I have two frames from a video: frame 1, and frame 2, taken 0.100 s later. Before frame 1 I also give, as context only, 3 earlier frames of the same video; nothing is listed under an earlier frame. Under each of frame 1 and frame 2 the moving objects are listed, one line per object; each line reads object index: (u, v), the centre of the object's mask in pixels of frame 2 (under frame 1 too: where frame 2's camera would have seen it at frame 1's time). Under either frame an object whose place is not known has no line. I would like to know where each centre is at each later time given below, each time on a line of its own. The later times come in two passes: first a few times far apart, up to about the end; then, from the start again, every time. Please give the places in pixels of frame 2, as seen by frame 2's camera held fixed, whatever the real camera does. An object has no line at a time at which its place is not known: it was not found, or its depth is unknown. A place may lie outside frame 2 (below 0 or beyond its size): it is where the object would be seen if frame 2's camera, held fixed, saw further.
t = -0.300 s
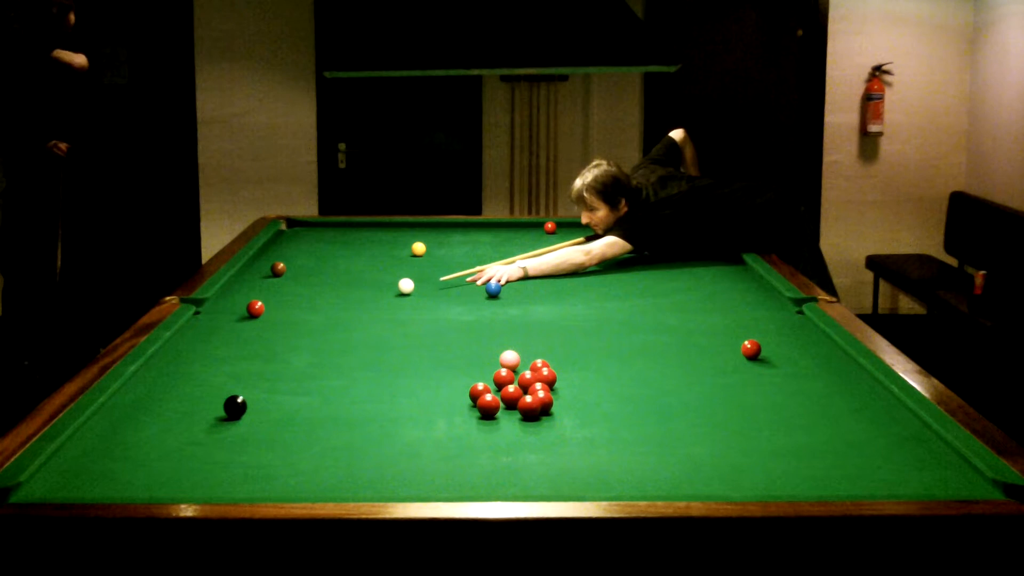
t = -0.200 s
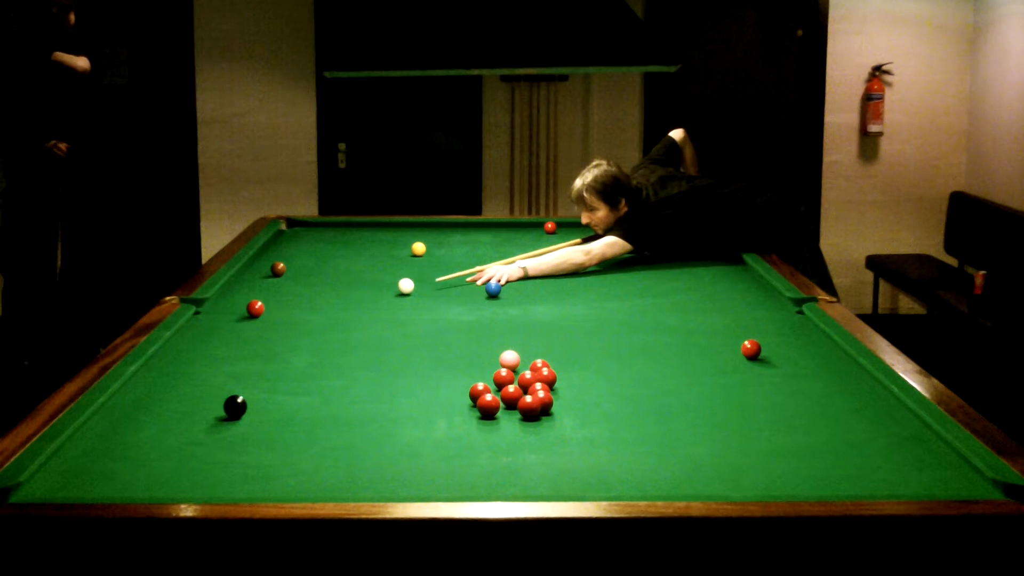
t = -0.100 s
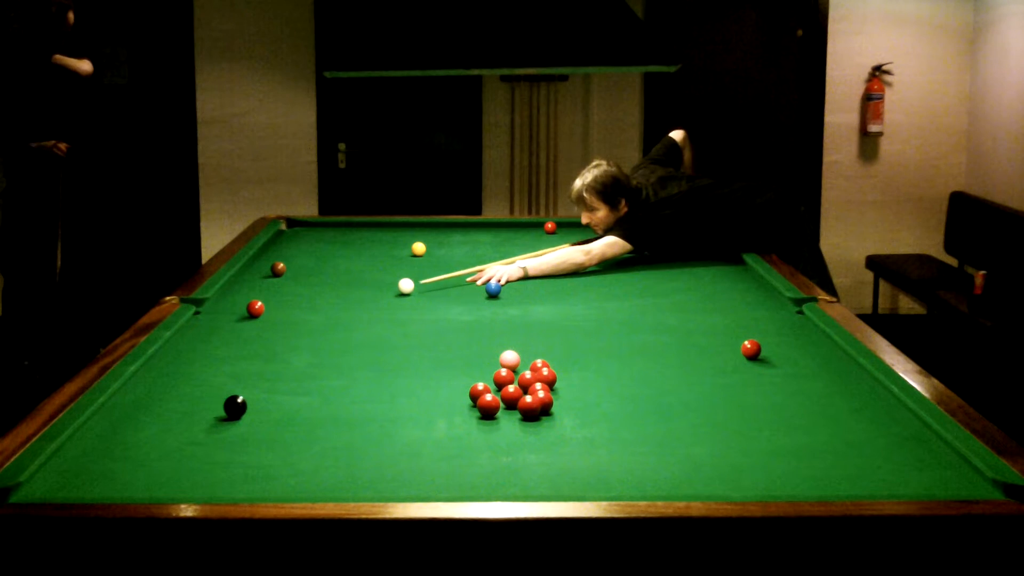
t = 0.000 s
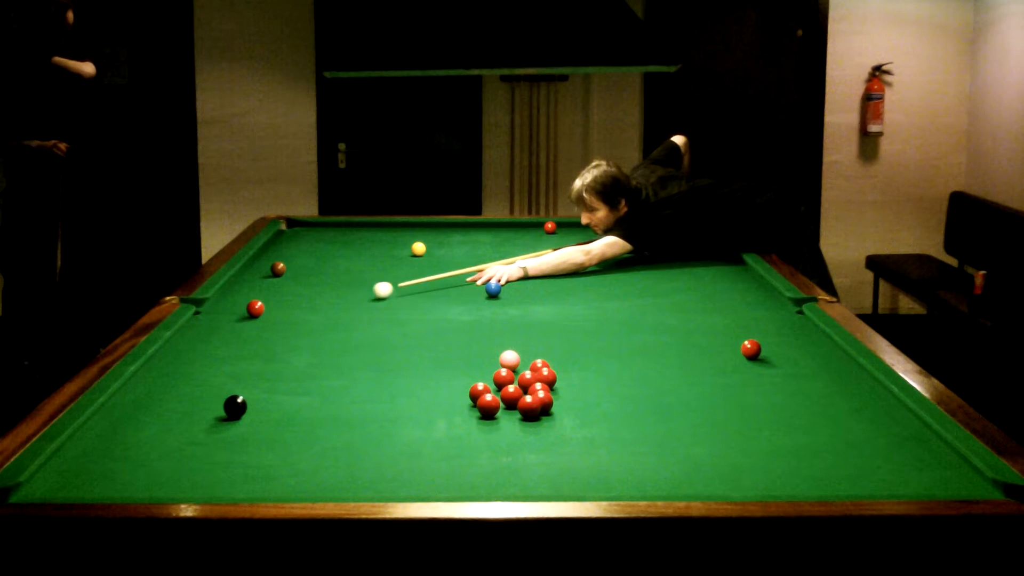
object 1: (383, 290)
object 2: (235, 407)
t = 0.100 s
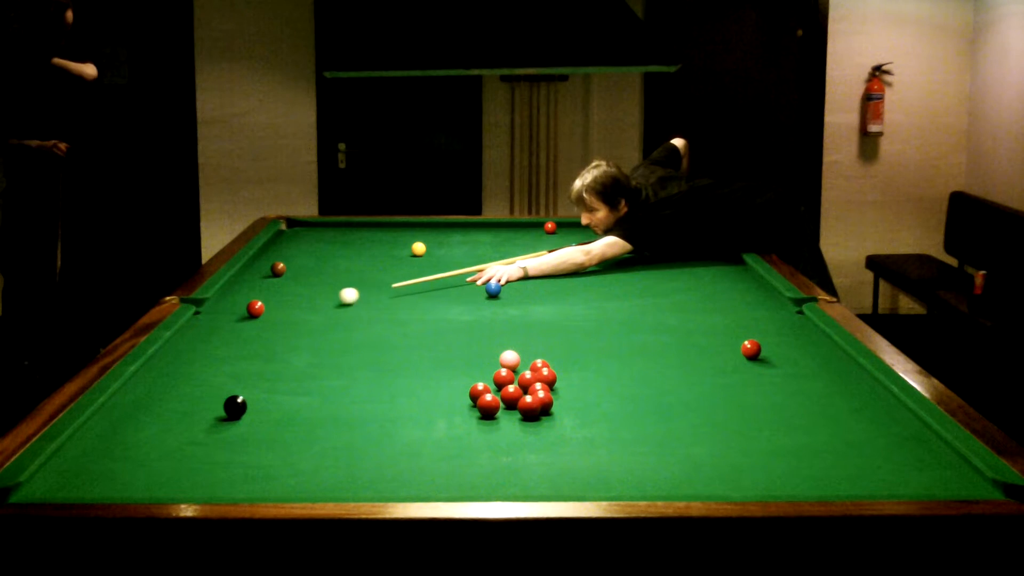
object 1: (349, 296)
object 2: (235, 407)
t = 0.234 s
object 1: (305, 303)
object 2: (235, 407)
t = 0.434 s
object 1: (250, 316)
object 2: (235, 407)
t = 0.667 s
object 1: (194, 334)
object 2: (235, 407)
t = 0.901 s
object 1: (184, 350)
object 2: (235, 407)
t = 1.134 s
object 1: (191, 366)
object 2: (235, 407)
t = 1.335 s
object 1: (198, 381)
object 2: (235, 407)
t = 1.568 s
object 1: (207, 399)
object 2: (235, 407)
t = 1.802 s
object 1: (211, 418)
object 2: (240, 407)
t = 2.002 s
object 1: (211, 435)
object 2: (246, 406)
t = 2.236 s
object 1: (211, 456)
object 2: (251, 406)
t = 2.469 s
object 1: (211, 478)
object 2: (254, 406)
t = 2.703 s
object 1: (217, 487)
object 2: (255, 406)
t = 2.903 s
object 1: (234, 479)
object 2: (255, 406)
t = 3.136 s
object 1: (254, 465)
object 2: (255, 406)
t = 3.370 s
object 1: (270, 453)
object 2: (255, 406)
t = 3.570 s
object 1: (283, 443)
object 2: (255, 406)
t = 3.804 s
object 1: (297, 433)
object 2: (255, 406)
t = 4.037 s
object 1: (309, 424)
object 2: (255, 406)
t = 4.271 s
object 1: (320, 416)
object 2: (255, 406)
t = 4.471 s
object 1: (329, 410)
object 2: (255, 406)
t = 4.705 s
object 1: (338, 404)
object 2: (255, 406)
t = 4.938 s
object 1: (347, 398)
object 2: (255, 406)
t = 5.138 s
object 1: (353, 394)
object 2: (255, 406)
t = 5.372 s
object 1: (359, 389)
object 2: (255, 406)
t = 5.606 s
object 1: (365, 385)
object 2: (255, 406)
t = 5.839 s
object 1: (369, 381)
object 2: (255, 406)
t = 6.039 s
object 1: (372, 379)
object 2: (255, 406)
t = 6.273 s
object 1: (375, 376)
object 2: (255, 406)
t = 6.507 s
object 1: (378, 374)
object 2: (255, 406)
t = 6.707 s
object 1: (380, 373)
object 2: (255, 406)
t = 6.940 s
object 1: (380, 372)
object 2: (255, 406)
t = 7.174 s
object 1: (381, 372)
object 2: (255, 406)
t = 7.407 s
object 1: (381, 371)
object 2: (255, 406)
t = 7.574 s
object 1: (381, 371)
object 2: (255, 406)
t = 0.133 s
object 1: (338, 298)
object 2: (235, 407)
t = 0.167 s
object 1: (327, 300)
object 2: (235, 407)
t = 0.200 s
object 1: (316, 302)
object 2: (235, 407)
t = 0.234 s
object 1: (305, 303)
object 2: (235, 407)
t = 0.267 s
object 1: (293, 306)
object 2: (235, 407)
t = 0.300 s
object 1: (281, 308)
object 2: (235, 407)
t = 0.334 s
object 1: (271, 310)
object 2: (235, 407)
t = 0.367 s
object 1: (264, 312)
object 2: (235, 407)
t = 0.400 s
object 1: (257, 314)
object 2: (235, 407)
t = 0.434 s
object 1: (250, 316)
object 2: (235, 407)
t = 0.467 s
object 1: (242, 319)
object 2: (235, 407)
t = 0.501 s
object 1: (234, 321)
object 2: (235, 407)
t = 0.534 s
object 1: (227, 324)
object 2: (235, 407)
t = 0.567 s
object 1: (219, 326)
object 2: (235, 407)
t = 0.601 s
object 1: (211, 328)
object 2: (235, 407)
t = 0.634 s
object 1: (202, 331)
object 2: (235, 407)
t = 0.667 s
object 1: (194, 334)
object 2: (235, 407)
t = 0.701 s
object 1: (186, 336)
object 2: (235, 407)
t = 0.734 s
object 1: (178, 339)
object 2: (235, 407)
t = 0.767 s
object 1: (179, 341)
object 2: (235, 407)
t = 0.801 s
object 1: (181, 343)
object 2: (235, 407)
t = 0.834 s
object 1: (182, 345)
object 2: (235, 407)
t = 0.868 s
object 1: (183, 348)
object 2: (235, 407)
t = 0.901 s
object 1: (184, 350)
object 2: (235, 407)
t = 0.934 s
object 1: (185, 352)
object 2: (235, 407)
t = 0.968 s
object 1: (186, 354)
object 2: (235, 407)
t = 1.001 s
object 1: (187, 357)
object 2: (235, 407)
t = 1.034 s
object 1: (188, 359)
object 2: (235, 407)
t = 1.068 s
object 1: (189, 362)
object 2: (235, 407)
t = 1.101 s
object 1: (190, 364)
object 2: (235, 407)
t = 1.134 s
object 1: (191, 366)
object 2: (235, 407)
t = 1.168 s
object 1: (192, 369)
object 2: (235, 407)
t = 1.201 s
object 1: (193, 371)
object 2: (235, 407)
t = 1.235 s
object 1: (194, 374)
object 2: (235, 407)
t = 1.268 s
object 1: (195, 376)
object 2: (235, 407)
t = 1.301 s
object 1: (197, 378)
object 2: (235, 407)
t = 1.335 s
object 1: (198, 381)
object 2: (235, 407)
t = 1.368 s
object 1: (199, 383)
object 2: (235, 407)
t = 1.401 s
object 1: (200, 386)
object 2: (235, 407)
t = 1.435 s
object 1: (202, 388)
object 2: (235, 407)
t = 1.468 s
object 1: (203, 391)
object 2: (235, 407)
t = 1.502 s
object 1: (204, 393)
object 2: (235, 407)
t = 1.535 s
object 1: (206, 396)
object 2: (235, 407)
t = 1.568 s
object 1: (207, 399)
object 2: (235, 407)
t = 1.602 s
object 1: (208, 401)
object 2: (235, 407)
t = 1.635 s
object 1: (209, 404)
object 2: (235, 407)
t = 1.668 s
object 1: (211, 406)
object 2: (235, 407)
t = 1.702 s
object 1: (211, 409)
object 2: (236, 407)
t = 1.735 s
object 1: (211, 412)
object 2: (238, 407)
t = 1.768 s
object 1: (211, 415)
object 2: (239, 407)
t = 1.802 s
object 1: (211, 418)
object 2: (240, 407)
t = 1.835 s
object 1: (211, 420)
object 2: (241, 407)
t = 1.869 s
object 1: (211, 423)
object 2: (242, 407)
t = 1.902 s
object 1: (211, 426)
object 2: (244, 406)
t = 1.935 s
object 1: (211, 429)
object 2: (245, 406)
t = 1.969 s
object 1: (211, 432)
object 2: (245, 406)
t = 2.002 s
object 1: (211, 435)
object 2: (246, 406)
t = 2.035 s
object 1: (211, 437)
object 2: (247, 407)
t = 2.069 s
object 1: (211, 441)
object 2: (248, 406)
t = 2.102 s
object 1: (210, 444)
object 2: (249, 406)
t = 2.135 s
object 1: (210, 446)
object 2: (250, 406)
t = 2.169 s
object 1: (210, 449)
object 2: (250, 406)
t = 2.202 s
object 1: (211, 453)
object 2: (251, 406)
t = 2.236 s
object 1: (211, 456)
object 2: (251, 406)
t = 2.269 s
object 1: (211, 459)
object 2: (252, 406)
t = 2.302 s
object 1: (211, 462)
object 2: (253, 406)
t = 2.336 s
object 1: (211, 465)
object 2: (253, 406)
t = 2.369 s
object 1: (211, 469)
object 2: (253, 406)
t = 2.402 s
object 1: (211, 472)
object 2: (254, 406)
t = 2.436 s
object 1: (211, 475)
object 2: (254, 406)
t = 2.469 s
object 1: (211, 478)
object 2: (254, 406)
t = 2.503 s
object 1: (211, 481)
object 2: (254, 406)
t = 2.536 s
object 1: (211, 483)
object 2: (255, 406)
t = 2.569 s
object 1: (211, 485)
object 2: (255, 406)
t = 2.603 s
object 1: (211, 487)
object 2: (255, 406)
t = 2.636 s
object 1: (212, 489)
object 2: (255, 406)
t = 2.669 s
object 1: (214, 489)
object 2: (255, 406)
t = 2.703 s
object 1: (217, 487)
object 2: (255, 406)
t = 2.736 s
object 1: (220, 486)
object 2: (255, 406)
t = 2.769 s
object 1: (223, 485)
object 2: (255, 406)
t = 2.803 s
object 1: (226, 483)
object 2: (255, 406)
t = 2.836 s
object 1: (228, 482)
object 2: (255, 406)
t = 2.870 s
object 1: (232, 481)
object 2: (255, 406)
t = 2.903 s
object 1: (234, 479)
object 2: (255, 406)
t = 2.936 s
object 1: (237, 477)
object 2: (255, 406)
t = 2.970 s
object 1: (240, 475)
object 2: (255, 406)
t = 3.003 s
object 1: (243, 473)
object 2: (255, 406)
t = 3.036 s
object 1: (245, 471)
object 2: (255, 406)
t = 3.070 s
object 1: (248, 469)
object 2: (255, 406)
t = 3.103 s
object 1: (251, 467)
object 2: (255, 406)
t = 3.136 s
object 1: (254, 465)
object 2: (255, 406)
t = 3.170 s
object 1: (256, 463)
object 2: (255, 406)
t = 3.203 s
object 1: (259, 461)
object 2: (255, 406)
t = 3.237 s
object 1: (261, 459)
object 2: (255, 406)
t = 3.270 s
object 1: (263, 457)
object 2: (255, 406)
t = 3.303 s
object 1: (266, 456)
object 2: (255, 406)
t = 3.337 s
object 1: (268, 454)
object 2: (255, 406)
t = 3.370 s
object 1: (270, 453)
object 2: (255, 406)
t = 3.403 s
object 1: (273, 451)
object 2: (255, 406)
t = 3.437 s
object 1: (275, 449)
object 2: (255, 406)
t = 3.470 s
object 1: (277, 447)
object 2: (255, 406)
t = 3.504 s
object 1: (279, 446)
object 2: (255, 406)
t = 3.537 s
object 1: (281, 444)
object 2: (255, 406)
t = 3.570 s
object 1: (283, 443)
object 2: (255, 406)
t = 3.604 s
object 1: (285, 441)
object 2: (255, 406)
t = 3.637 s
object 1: (287, 440)
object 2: (255, 406)
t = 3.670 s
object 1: (289, 439)
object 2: (255, 406)
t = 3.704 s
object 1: (291, 437)
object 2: (255, 406)
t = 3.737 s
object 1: (293, 436)
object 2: (255, 406)
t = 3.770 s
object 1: (295, 434)
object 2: (255, 406)
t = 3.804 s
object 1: (297, 433)
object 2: (255, 406)
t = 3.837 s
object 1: (299, 432)
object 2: (255, 406)
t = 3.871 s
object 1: (301, 430)
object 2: (255, 406)
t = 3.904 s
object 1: (302, 429)
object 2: (255, 406)
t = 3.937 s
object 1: (304, 428)
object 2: (255, 406)
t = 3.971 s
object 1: (306, 427)
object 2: (255, 406)
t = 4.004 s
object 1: (307, 425)
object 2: (255, 406)
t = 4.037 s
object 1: (309, 424)
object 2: (255, 406)
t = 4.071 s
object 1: (311, 423)
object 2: (255, 406)
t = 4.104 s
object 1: (312, 422)
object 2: (255, 406)
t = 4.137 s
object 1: (314, 420)
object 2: (255, 406)
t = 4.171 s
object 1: (316, 419)
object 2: (255, 406)
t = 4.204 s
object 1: (317, 418)
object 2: (255, 406)
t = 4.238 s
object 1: (319, 417)
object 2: (255, 406)
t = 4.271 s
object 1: (320, 416)
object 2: (255, 406)
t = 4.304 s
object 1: (322, 415)
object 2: (255, 406)
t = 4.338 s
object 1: (323, 414)
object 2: (255, 406)
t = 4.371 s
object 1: (324, 413)
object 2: (255, 406)
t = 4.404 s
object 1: (326, 412)
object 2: (255, 406)
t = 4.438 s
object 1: (327, 411)
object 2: (255, 406)
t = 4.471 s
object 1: (329, 410)
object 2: (255, 406)
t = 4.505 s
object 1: (330, 409)
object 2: (255, 406)
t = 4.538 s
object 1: (332, 408)
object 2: (255, 406)
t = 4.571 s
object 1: (333, 407)
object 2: (255, 406)
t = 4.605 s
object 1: (334, 406)
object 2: (255, 406)
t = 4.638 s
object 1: (336, 405)
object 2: (255, 406)
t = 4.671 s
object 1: (337, 404)
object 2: (255, 406)
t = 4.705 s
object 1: (338, 404)
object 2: (255, 406)
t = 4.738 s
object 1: (340, 403)
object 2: (255, 406)
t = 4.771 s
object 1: (341, 402)
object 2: (255, 406)
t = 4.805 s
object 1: (342, 401)
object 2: (255, 406)
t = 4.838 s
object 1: (343, 400)
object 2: (255, 406)
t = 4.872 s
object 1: (344, 399)
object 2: (255, 406)
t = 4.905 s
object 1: (346, 399)
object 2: (255, 406)
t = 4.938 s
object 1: (347, 398)
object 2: (255, 406)
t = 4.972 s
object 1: (348, 397)
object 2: (255, 406)
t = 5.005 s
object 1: (349, 396)
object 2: (255, 406)
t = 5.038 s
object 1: (350, 396)
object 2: (255, 406)
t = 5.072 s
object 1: (351, 395)
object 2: (255, 406)
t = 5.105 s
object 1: (352, 394)
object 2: (255, 406)
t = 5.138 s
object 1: (353, 394)
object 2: (255, 406)
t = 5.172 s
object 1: (354, 393)
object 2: (255, 406)
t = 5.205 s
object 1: (355, 392)
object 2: (255, 406)
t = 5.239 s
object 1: (356, 391)
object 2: (255, 406)
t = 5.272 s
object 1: (357, 391)
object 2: (255, 406)
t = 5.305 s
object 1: (358, 390)
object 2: (255, 406)
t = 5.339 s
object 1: (359, 390)
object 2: (255, 406)
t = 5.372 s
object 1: (359, 389)
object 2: (255, 406)
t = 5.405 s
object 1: (360, 388)
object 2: (255, 406)
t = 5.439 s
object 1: (361, 388)
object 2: (255, 406)
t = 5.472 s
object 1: (362, 387)
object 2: (255, 406)
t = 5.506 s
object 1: (362, 387)
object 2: (255, 406)
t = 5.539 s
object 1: (363, 386)
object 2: (255, 406)
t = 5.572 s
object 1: (364, 385)
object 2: (255, 406)
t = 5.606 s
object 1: (365, 385)
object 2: (255, 406)
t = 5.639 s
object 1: (365, 384)
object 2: (255, 406)
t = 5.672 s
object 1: (366, 384)
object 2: (255, 406)
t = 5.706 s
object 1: (366, 383)
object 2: (255, 406)
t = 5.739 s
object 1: (367, 383)
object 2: (255, 406)
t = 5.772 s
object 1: (368, 382)
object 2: (255, 406)
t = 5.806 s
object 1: (368, 382)
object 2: (255, 406)
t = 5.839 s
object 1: (369, 381)
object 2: (255, 406)
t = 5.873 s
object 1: (369, 381)
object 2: (255, 406)
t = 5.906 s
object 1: (370, 380)
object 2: (255, 406)
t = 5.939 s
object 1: (370, 380)
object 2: (255, 406)
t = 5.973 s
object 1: (371, 379)
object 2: (255, 406)
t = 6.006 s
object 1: (371, 379)
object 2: (255, 406)
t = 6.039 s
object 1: (372, 379)
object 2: (255, 406)
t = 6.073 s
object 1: (372, 379)
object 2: (255, 406)
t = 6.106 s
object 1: (373, 378)
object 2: (255, 406)
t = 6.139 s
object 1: (373, 378)
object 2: (255, 406)
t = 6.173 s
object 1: (374, 377)
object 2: (255, 406)
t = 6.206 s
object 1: (374, 377)
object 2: (255, 406)
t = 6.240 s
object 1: (375, 377)
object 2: (255, 406)
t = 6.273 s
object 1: (375, 376)
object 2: (255, 406)
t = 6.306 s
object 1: (375, 376)
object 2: (255, 406)
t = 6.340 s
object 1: (376, 376)
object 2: (255, 406)
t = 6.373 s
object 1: (376, 375)
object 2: (255, 406)
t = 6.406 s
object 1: (376, 375)
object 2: (255, 406)
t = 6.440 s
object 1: (377, 375)
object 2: (255, 406)
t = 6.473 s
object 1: (377, 375)
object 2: (255, 406)
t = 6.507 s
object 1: (378, 374)
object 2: (255, 406)
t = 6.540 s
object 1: (378, 374)
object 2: (255, 406)
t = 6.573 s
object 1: (378, 374)
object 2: (255, 406)
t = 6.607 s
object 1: (379, 374)
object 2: (255, 406)
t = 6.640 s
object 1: (379, 373)
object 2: (255, 406)
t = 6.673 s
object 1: (379, 373)
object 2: (255, 406)
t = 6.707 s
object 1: (380, 373)
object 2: (255, 406)
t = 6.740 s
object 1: (380, 373)
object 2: (255, 406)
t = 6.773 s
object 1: (380, 373)
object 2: (255, 406)
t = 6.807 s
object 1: (380, 373)
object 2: (255, 406)
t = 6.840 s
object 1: (380, 373)
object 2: (255, 406)
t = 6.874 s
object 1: (380, 372)
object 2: (255, 406)
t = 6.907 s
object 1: (380, 372)
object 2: (255, 406)
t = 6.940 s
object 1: (380, 372)
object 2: (255, 406)
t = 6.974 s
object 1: (380, 372)
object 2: (255, 406)
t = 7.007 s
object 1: (380, 372)
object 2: (255, 406)
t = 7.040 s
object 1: (380, 372)
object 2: (255, 406)
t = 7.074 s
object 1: (380, 372)
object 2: (255, 406)
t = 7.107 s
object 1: (380, 372)
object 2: (255, 406)
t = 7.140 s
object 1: (380, 372)
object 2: (255, 406)
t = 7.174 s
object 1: (381, 372)
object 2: (255, 406)
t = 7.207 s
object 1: (381, 372)
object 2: (255, 406)
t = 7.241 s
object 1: (381, 372)
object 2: (255, 406)
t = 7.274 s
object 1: (381, 371)
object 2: (255, 406)
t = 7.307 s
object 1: (381, 371)
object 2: (255, 406)
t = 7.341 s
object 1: (381, 371)
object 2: (255, 406)
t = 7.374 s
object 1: (381, 371)
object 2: (255, 406)
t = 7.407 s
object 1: (381, 371)
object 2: (255, 406)
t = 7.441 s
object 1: (381, 371)
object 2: (255, 406)
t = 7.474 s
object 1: (381, 371)
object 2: (255, 406)
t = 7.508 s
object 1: (381, 371)
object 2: (255, 406)
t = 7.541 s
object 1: (381, 371)
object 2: (255, 406)
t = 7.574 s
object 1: (381, 371)
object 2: (255, 406)
